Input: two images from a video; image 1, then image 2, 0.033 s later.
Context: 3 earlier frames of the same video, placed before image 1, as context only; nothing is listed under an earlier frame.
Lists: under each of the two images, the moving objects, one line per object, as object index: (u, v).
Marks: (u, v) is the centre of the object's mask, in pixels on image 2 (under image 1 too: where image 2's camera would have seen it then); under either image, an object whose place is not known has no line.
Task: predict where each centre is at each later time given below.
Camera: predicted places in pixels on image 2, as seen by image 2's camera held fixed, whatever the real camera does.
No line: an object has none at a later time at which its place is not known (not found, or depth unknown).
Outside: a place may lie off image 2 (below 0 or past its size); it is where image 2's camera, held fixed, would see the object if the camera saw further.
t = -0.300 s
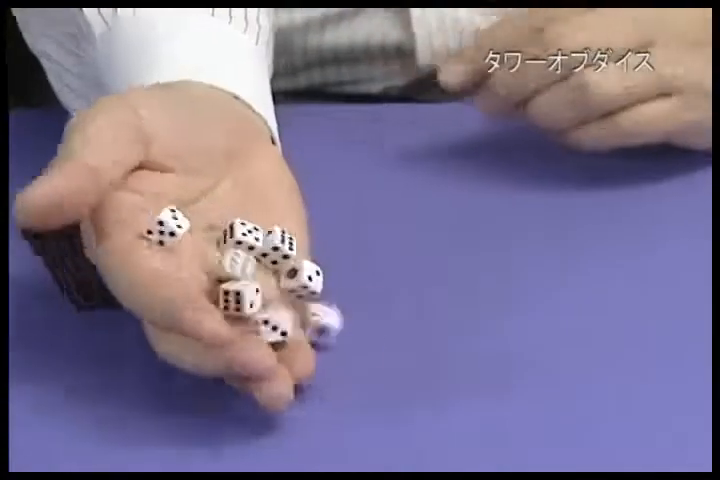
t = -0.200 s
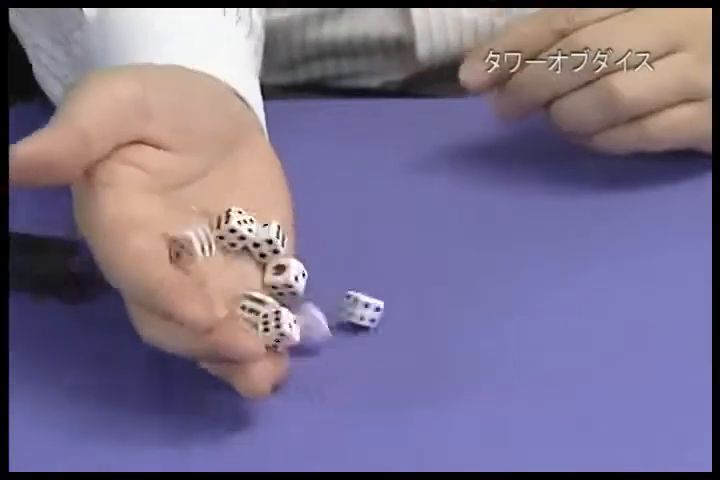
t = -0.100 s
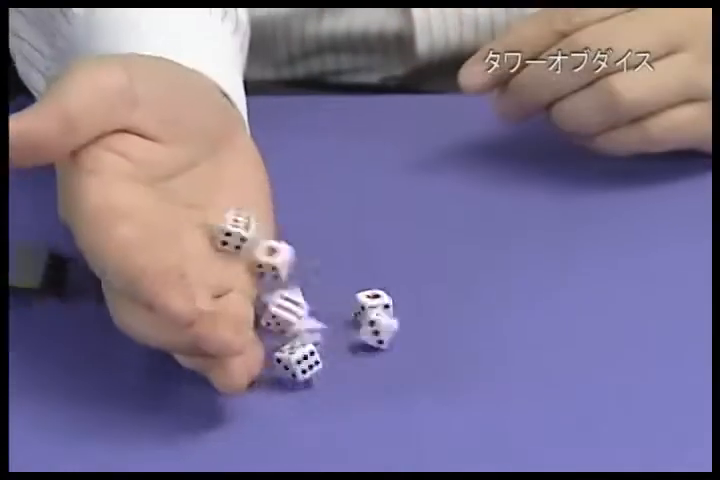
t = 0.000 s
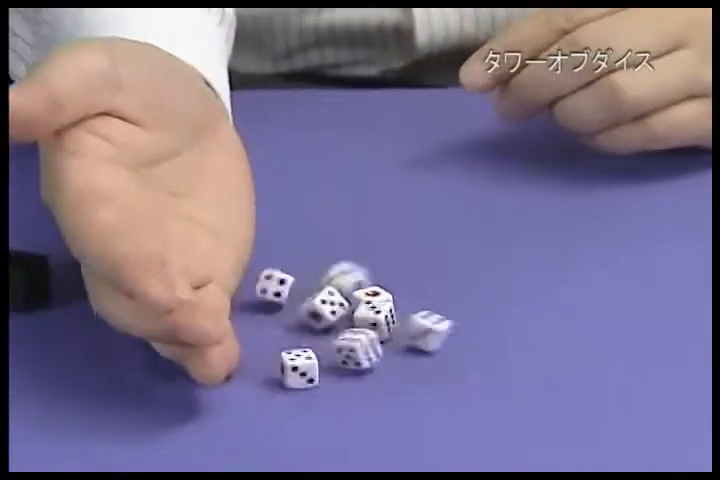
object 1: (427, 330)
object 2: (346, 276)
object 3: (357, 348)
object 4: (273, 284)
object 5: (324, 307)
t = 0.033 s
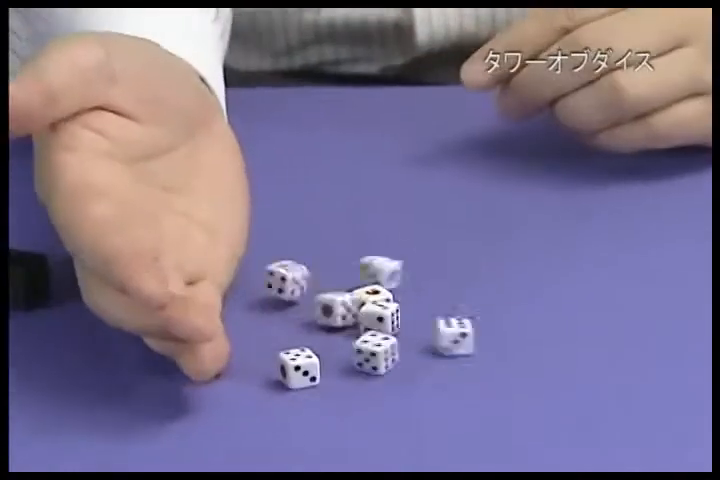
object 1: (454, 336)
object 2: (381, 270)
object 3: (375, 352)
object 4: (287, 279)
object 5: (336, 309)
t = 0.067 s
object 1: (472, 338)
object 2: (405, 267)
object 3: (387, 353)
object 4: (297, 277)
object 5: (343, 310)
